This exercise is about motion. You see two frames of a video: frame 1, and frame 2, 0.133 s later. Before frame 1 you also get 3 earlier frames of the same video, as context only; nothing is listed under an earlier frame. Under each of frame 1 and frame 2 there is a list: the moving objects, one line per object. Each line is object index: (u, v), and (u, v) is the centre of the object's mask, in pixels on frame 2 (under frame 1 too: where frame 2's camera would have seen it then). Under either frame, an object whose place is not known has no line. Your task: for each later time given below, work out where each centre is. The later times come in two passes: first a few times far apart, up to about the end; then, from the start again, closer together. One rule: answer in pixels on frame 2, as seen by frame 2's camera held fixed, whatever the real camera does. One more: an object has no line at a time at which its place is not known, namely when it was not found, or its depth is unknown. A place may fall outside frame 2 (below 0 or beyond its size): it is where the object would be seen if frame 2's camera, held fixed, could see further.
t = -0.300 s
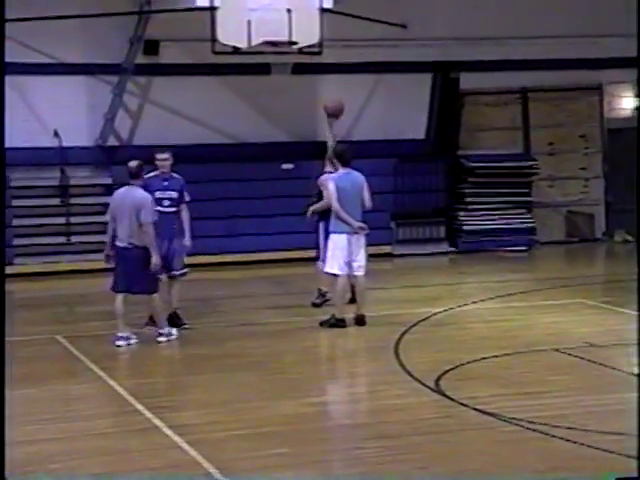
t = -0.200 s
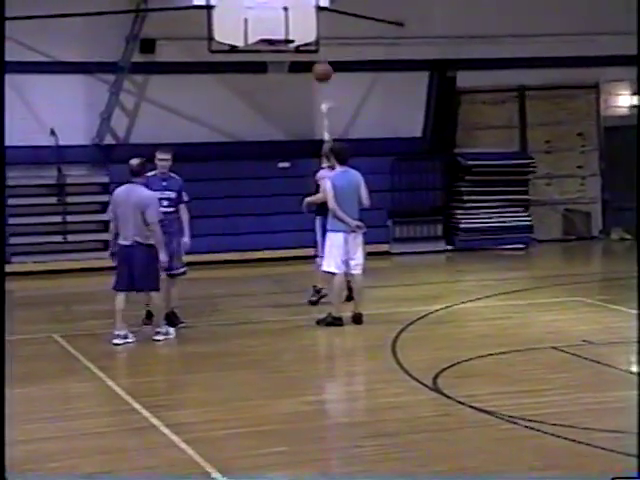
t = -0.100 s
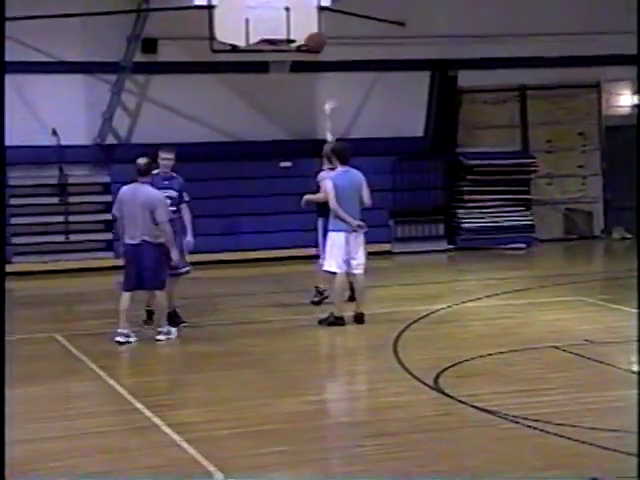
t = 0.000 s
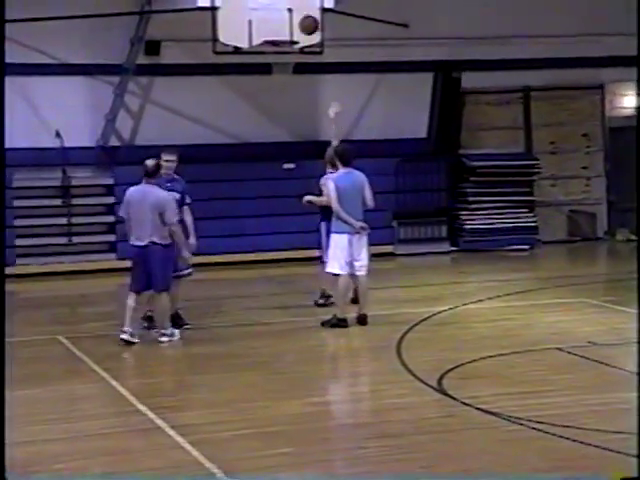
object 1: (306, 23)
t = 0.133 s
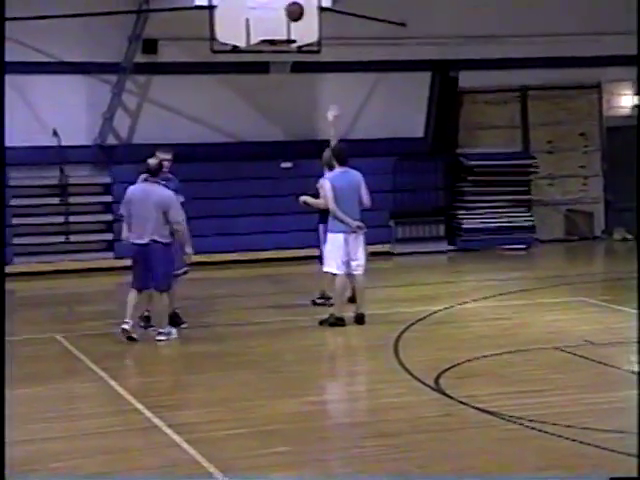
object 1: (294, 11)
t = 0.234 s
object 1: (286, 13)
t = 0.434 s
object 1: (273, 27)
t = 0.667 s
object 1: (263, 35)
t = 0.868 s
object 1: (257, 75)
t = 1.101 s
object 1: (250, 160)
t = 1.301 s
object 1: (245, 269)
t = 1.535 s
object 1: (235, 198)
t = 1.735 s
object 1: (227, 152)
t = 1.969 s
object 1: (219, 139)
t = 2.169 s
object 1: (211, 158)
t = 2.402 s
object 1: (205, 223)
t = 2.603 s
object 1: (199, 262)
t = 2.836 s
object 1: (189, 206)
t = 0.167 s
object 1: (292, 11)
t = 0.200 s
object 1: (289, 12)
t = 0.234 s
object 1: (286, 13)
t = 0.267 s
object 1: (284, 14)
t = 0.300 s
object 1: (281, 17)
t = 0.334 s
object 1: (280, 20)
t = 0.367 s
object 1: (277, 26)
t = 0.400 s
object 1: (274, 30)
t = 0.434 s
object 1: (273, 27)
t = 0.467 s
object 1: (271, 25)
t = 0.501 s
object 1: (270, 25)
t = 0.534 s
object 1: (269, 25)
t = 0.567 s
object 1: (267, 26)
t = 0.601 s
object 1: (266, 28)
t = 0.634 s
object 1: (265, 30)
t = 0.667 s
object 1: (263, 35)
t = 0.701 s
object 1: (262, 39)
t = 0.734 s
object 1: (261, 44)
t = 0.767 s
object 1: (261, 50)
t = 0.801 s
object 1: (260, 59)
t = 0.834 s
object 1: (258, 68)
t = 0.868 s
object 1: (257, 75)
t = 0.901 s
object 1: (257, 89)
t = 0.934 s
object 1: (254, 97)
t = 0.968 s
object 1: (254, 109)
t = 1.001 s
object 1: (252, 122)
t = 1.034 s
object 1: (252, 136)
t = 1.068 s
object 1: (251, 149)
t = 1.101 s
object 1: (250, 160)
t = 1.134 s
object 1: (249, 175)
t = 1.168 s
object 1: (248, 192)
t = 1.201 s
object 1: (247, 209)
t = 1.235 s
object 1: (246, 228)
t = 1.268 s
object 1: (246, 248)
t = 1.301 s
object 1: (245, 269)
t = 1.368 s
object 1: (244, 263)
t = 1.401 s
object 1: (241, 250)
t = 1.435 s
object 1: (240, 234)
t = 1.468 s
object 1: (238, 222)
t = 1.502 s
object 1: (236, 210)
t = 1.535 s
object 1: (235, 198)
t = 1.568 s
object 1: (233, 189)
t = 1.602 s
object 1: (232, 179)
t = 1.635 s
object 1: (231, 171)
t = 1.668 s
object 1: (229, 164)
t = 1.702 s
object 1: (228, 158)
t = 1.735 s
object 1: (227, 152)
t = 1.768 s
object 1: (226, 148)
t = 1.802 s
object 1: (224, 145)
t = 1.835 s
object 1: (224, 142)
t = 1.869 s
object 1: (222, 140)
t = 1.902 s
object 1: (220, 140)
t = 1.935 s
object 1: (219, 139)
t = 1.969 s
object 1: (219, 139)
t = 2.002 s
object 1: (218, 141)
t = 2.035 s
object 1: (217, 143)
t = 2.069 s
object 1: (215, 146)
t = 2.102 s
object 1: (213, 149)
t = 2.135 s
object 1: (212, 153)
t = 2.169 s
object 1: (211, 158)
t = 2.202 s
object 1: (210, 165)
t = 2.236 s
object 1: (209, 173)
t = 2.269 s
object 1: (208, 181)
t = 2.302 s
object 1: (207, 191)
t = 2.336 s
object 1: (206, 201)
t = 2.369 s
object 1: (206, 212)
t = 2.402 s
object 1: (205, 223)
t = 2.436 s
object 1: (204, 235)
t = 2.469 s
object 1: (204, 251)
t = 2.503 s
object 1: (203, 267)
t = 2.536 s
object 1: (203, 283)
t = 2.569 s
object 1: (201, 273)
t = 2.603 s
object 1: (199, 262)
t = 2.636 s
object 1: (198, 251)
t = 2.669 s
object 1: (196, 240)
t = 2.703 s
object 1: (194, 232)
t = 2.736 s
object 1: (193, 223)
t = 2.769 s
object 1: (191, 217)
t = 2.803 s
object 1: (190, 210)
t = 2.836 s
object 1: (189, 206)
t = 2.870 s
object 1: (187, 201)
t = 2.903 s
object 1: (186, 198)
